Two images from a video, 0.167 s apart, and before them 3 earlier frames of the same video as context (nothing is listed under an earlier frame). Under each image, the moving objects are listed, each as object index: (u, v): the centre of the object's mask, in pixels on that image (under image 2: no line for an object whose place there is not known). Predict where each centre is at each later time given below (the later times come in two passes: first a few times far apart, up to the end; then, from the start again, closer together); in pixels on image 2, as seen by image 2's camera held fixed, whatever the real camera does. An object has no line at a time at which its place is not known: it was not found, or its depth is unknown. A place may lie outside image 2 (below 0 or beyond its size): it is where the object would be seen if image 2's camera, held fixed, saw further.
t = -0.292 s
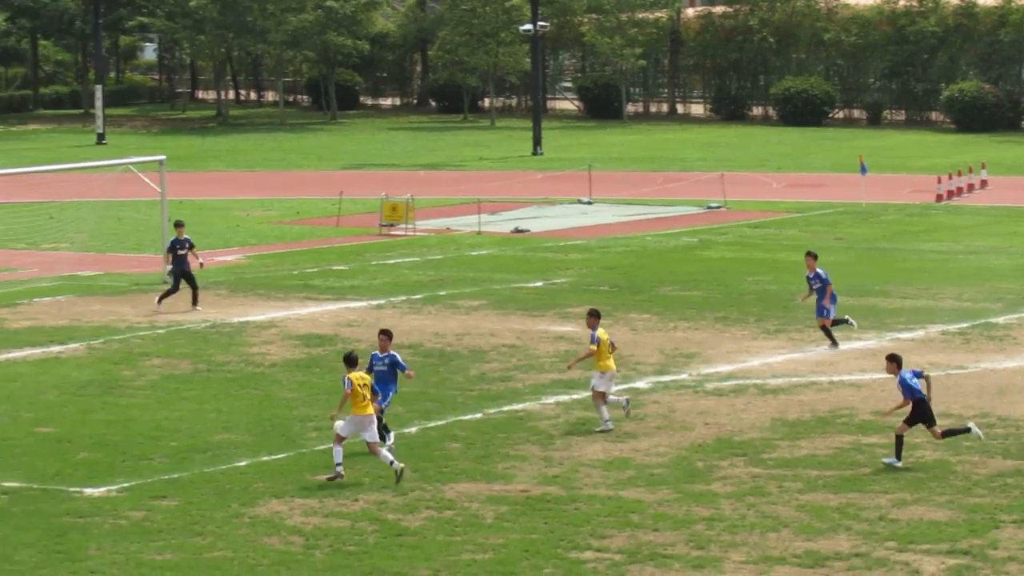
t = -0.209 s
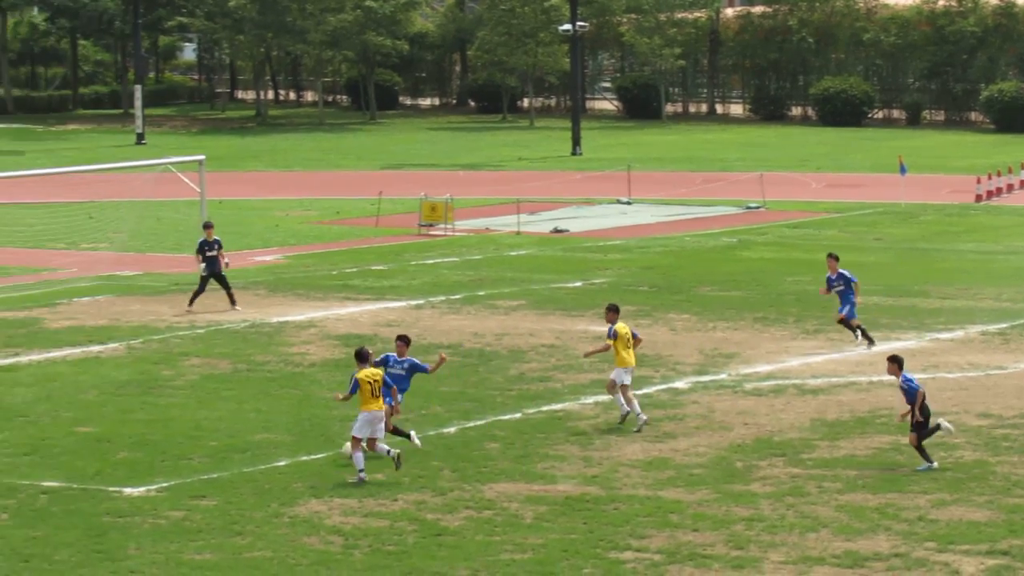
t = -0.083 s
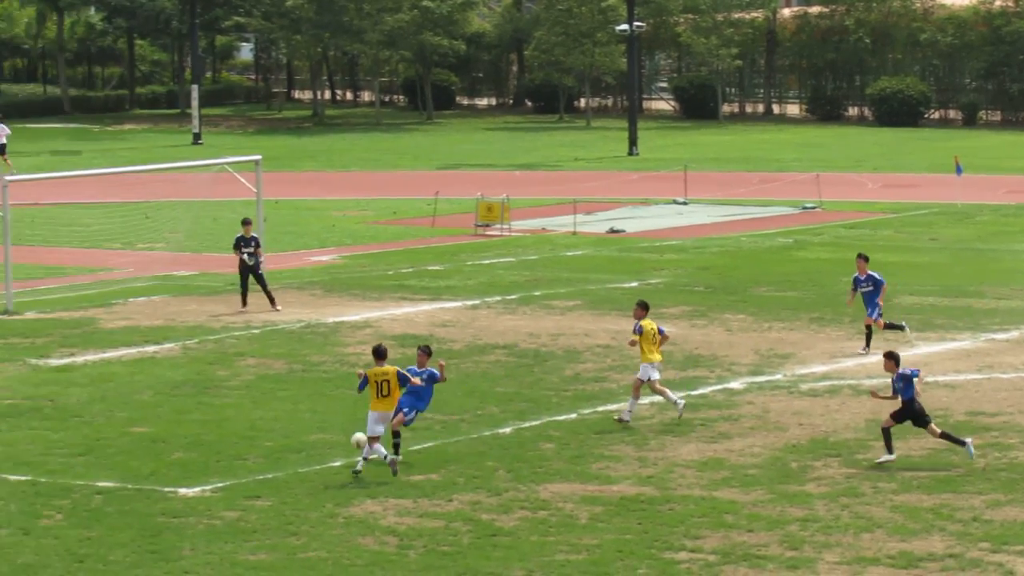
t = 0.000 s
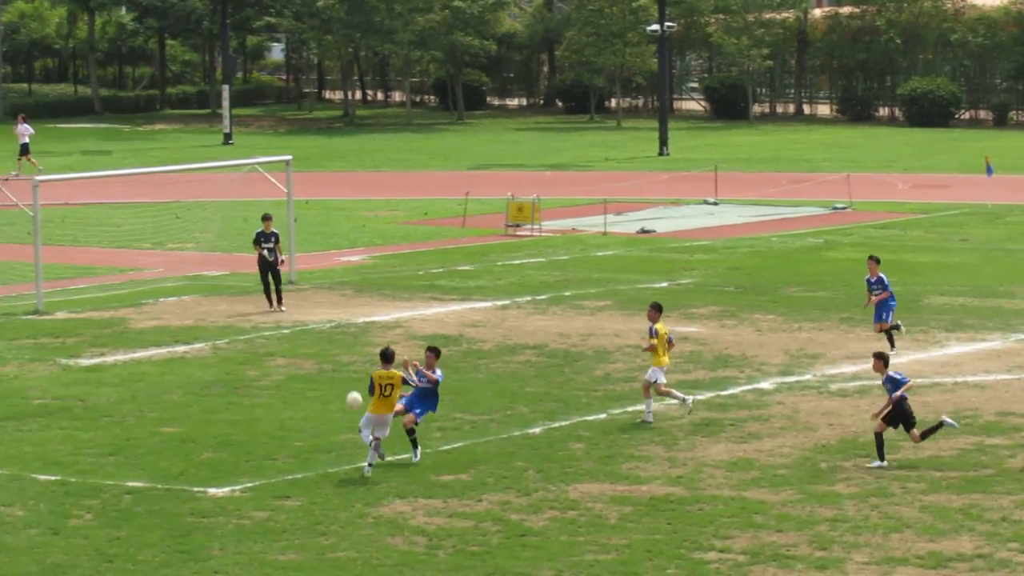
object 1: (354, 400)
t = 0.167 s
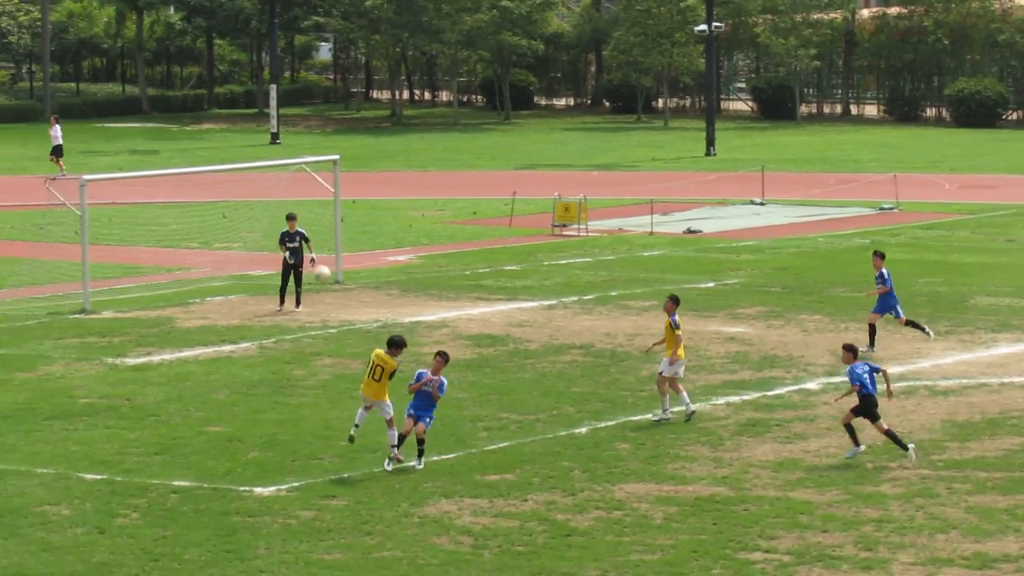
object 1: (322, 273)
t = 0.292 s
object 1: (258, 186)
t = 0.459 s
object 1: (166, 79)
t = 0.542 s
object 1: (118, 31)
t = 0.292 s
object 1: (258, 186)
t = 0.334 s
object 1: (235, 159)
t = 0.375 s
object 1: (213, 131)
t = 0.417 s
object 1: (189, 106)
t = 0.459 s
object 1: (166, 79)
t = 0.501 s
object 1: (141, 54)
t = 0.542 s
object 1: (118, 31)
